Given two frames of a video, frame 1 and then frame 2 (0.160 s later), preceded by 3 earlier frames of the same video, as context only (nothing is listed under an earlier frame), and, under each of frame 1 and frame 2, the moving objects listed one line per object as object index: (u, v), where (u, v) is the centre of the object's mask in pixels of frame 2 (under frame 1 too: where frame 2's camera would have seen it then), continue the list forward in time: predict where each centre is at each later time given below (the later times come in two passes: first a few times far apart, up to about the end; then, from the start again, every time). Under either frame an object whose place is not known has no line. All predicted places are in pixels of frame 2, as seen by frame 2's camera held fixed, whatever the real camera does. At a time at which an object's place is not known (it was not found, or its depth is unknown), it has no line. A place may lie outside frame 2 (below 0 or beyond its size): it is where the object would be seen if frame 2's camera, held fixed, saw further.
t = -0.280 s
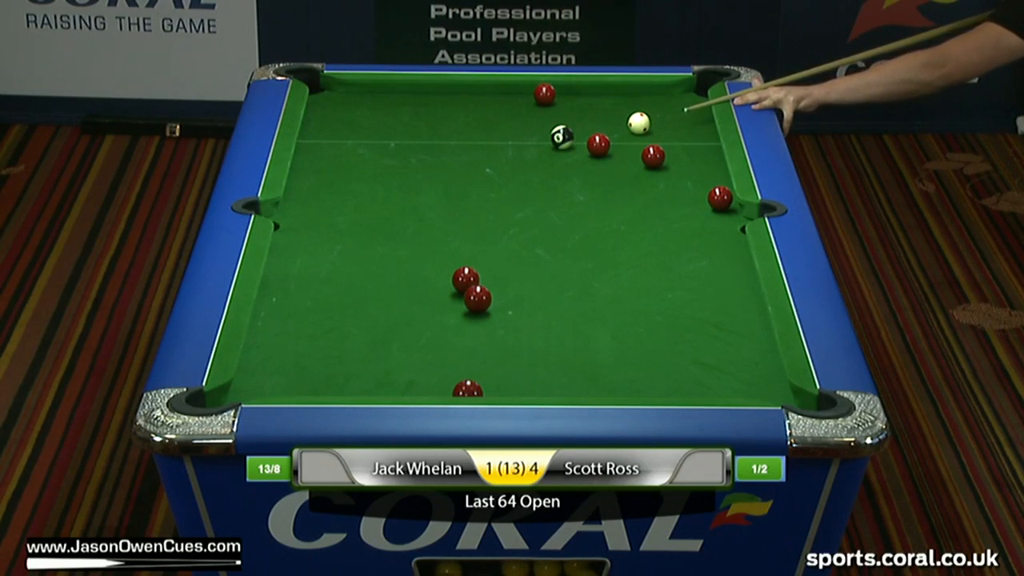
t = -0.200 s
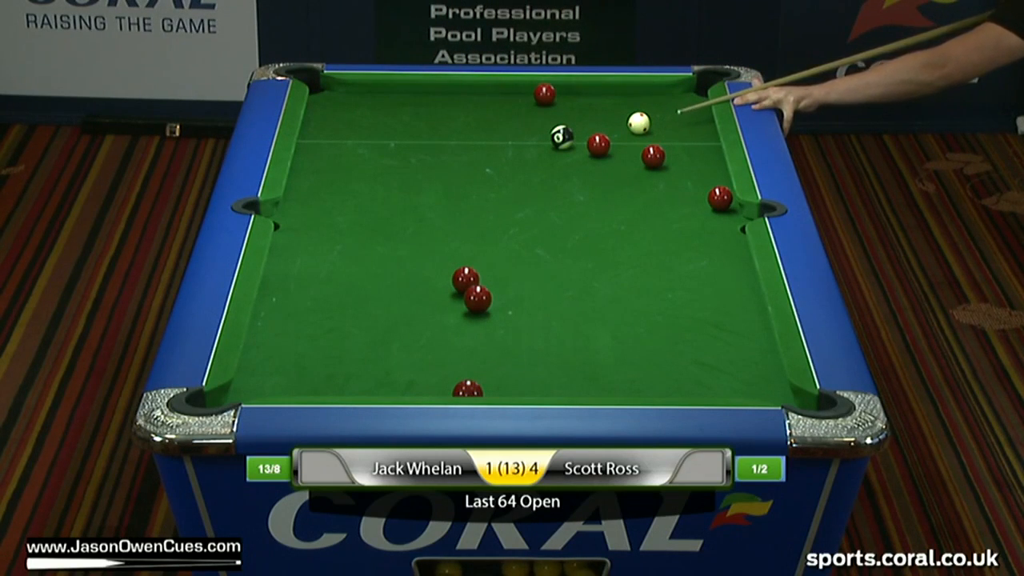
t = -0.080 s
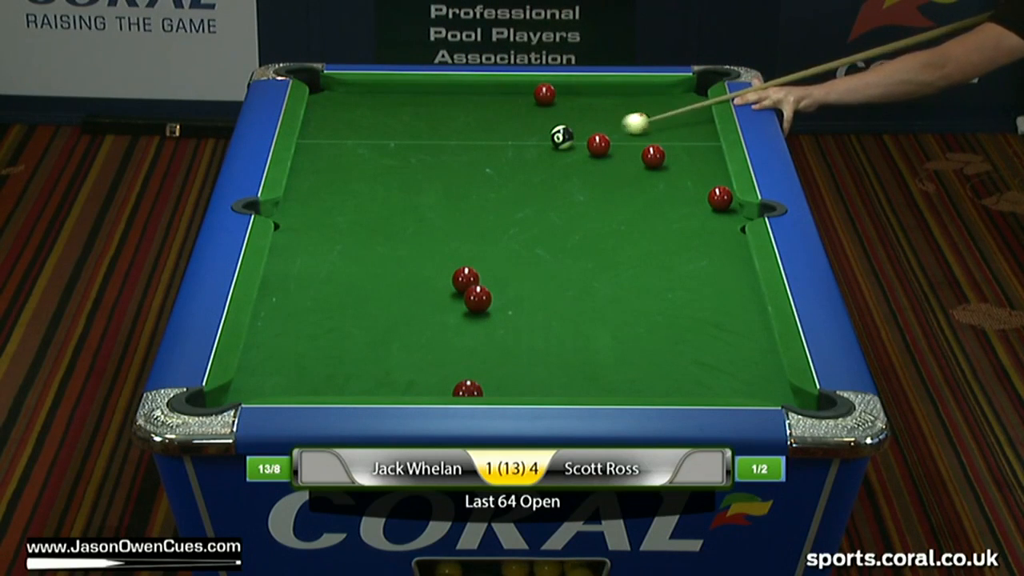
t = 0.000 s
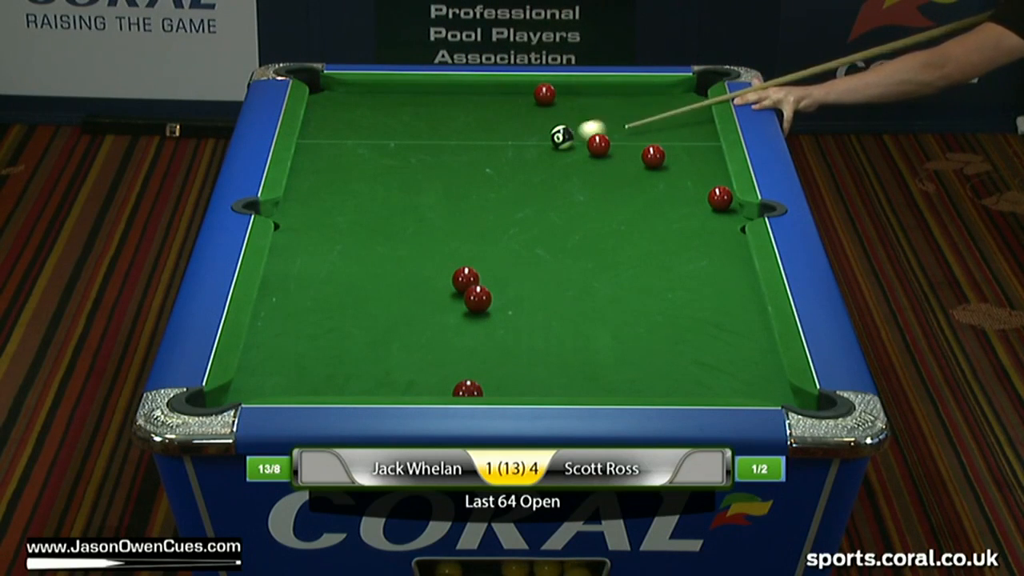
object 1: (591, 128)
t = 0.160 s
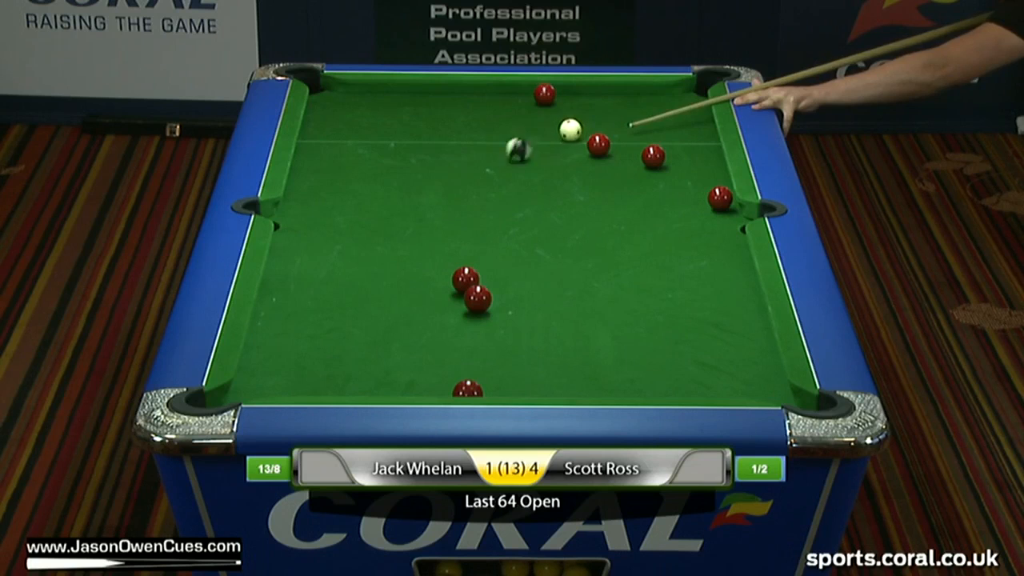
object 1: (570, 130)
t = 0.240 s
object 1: (565, 128)
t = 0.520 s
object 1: (549, 123)
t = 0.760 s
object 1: (537, 118)
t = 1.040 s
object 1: (525, 115)
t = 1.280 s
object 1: (515, 112)
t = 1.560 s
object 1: (507, 110)
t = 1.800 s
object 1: (502, 108)
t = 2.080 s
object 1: (498, 107)
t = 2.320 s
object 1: (497, 107)
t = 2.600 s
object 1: (498, 107)
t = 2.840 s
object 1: (498, 107)
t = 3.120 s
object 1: (497, 107)
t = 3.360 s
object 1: (498, 107)
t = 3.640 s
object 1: (497, 107)
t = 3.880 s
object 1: (498, 107)
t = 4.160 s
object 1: (497, 107)
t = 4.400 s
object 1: (498, 107)
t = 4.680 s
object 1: (498, 107)
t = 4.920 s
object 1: (498, 107)
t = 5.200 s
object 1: (498, 107)
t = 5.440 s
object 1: (497, 107)
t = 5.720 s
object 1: (497, 107)
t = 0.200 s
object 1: (567, 129)
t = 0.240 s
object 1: (565, 128)
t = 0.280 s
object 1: (563, 127)
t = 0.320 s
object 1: (560, 126)
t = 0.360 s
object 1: (558, 125)
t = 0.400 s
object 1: (555, 125)
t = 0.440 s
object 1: (553, 124)
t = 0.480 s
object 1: (551, 123)
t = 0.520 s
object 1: (549, 123)
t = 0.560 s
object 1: (547, 122)
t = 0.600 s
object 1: (544, 121)
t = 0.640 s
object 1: (542, 120)
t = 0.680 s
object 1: (541, 120)
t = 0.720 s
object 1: (538, 119)
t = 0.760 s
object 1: (537, 118)
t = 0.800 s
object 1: (535, 118)
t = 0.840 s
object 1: (533, 117)
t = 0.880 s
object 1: (531, 117)
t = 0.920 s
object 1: (529, 116)
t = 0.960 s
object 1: (528, 116)
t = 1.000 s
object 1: (526, 115)
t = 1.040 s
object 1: (525, 115)
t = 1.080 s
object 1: (523, 114)
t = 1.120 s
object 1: (521, 113)
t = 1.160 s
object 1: (520, 113)
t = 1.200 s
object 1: (518, 113)
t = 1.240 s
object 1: (517, 112)
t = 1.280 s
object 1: (515, 112)
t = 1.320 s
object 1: (514, 111)
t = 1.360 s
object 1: (513, 111)
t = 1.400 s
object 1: (512, 110)
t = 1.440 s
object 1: (510, 110)
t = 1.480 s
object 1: (509, 110)
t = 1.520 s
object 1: (508, 110)
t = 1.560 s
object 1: (507, 110)
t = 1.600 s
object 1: (506, 109)
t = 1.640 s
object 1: (505, 109)
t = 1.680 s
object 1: (504, 109)
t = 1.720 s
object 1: (503, 109)
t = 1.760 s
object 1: (502, 108)
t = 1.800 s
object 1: (502, 108)
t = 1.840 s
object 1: (501, 108)
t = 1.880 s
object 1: (500, 108)
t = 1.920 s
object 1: (500, 108)
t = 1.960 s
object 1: (499, 108)
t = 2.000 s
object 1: (499, 108)
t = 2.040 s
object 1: (499, 107)
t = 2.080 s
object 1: (498, 107)
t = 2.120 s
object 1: (498, 107)
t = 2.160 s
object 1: (498, 107)
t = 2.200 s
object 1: (498, 107)
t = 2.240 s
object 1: (497, 107)
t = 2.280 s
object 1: (497, 107)
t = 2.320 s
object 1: (497, 107)
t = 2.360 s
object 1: (497, 107)
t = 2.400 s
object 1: (497, 107)
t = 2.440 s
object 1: (497, 107)
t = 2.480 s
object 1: (497, 107)
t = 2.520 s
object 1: (497, 107)
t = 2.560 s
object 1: (497, 107)
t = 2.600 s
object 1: (498, 107)
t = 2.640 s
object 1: (497, 107)
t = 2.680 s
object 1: (497, 107)
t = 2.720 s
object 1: (498, 107)
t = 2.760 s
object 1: (497, 107)
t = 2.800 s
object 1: (497, 107)
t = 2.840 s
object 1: (498, 107)
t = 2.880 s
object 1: (498, 107)
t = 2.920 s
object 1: (498, 107)
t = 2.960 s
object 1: (498, 107)
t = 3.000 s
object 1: (498, 107)
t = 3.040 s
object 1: (497, 107)
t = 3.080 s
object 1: (498, 107)
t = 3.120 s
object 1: (497, 107)
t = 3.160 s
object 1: (497, 107)
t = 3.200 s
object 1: (497, 107)
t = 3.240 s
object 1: (497, 107)
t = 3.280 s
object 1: (497, 107)
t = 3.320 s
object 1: (498, 107)
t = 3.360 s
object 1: (498, 107)
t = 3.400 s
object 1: (497, 107)
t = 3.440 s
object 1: (497, 107)
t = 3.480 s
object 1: (497, 107)
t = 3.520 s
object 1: (497, 107)
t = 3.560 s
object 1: (497, 107)
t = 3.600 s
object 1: (497, 107)
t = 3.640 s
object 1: (497, 107)
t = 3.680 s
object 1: (498, 107)
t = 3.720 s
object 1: (498, 107)
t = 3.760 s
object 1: (498, 107)
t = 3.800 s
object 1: (497, 107)
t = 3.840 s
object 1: (497, 107)
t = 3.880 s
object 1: (498, 107)
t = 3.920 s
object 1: (498, 107)
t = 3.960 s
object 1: (498, 107)
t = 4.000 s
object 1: (498, 107)
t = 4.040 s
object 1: (498, 107)
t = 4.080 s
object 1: (498, 107)
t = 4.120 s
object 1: (498, 107)
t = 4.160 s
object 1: (497, 107)
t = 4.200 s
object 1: (497, 107)
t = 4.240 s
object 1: (498, 107)
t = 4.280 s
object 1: (498, 107)
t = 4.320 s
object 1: (498, 107)
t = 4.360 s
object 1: (498, 107)
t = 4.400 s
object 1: (498, 107)
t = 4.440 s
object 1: (498, 107)
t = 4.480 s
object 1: (498, 107)
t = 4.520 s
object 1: (498, 107)
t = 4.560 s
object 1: (498, 107)
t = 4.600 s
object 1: (498, 107)
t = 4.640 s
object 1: (498, 107)
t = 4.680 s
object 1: (498, 107)
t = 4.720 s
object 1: (497, 107)
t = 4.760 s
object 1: (497, 107)
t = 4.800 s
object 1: (498, 107)
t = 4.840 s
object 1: (498, 107)
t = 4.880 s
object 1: (498, 107)
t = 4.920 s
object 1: (498, 107)
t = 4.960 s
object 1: (497, 107)
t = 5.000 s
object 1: (498, 107)
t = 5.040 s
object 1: (498, 107)
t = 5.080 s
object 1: (498, 107)
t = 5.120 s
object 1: (498, 107)
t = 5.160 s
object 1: (498, 107)
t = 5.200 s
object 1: (498, 107)
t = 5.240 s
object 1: (497, 107)
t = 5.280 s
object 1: (498, 107)
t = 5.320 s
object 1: (497, 107)
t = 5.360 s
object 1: (497, 107)
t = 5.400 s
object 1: (498, 107)
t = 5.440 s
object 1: (497, 107)
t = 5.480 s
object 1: (497, 107)
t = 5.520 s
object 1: (498, 107)
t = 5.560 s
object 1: (498, 107)
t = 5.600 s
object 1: (498, 107)
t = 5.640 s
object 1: (497, 107)
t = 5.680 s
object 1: (497, 107)
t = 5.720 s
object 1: (497, 107)
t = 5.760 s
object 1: (498, 107)
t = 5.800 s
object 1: (497, 107)
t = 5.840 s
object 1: (496, 107)
